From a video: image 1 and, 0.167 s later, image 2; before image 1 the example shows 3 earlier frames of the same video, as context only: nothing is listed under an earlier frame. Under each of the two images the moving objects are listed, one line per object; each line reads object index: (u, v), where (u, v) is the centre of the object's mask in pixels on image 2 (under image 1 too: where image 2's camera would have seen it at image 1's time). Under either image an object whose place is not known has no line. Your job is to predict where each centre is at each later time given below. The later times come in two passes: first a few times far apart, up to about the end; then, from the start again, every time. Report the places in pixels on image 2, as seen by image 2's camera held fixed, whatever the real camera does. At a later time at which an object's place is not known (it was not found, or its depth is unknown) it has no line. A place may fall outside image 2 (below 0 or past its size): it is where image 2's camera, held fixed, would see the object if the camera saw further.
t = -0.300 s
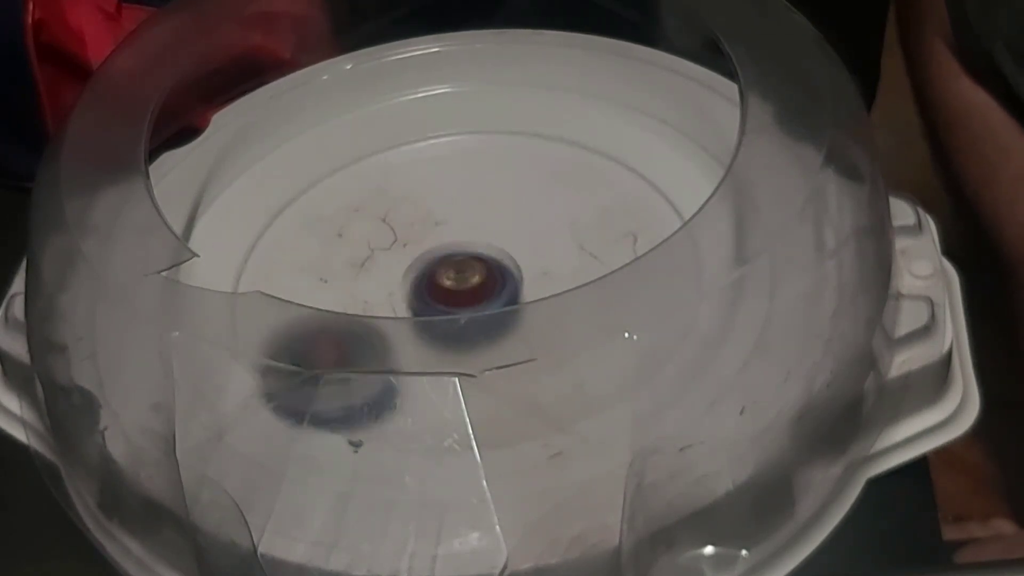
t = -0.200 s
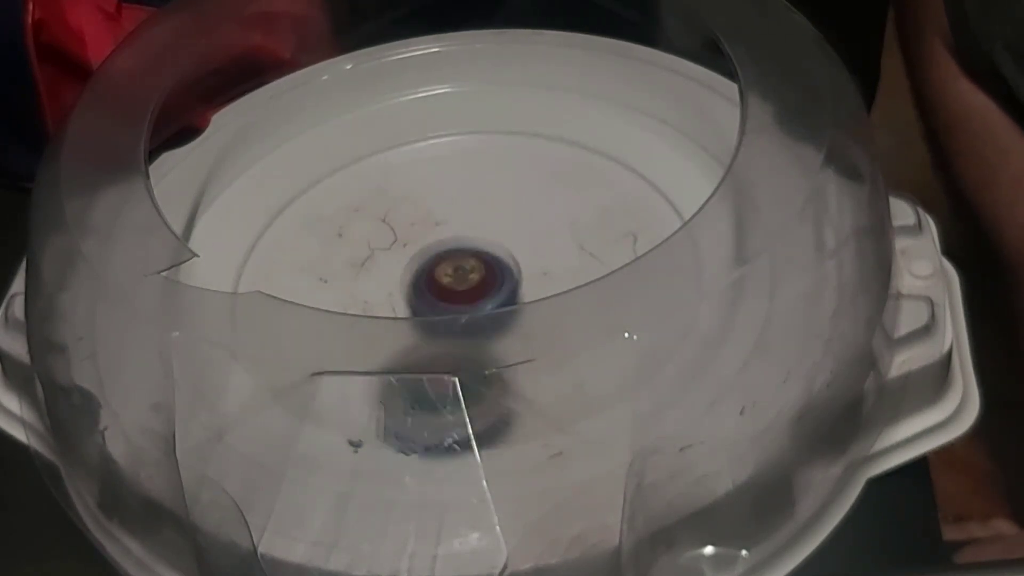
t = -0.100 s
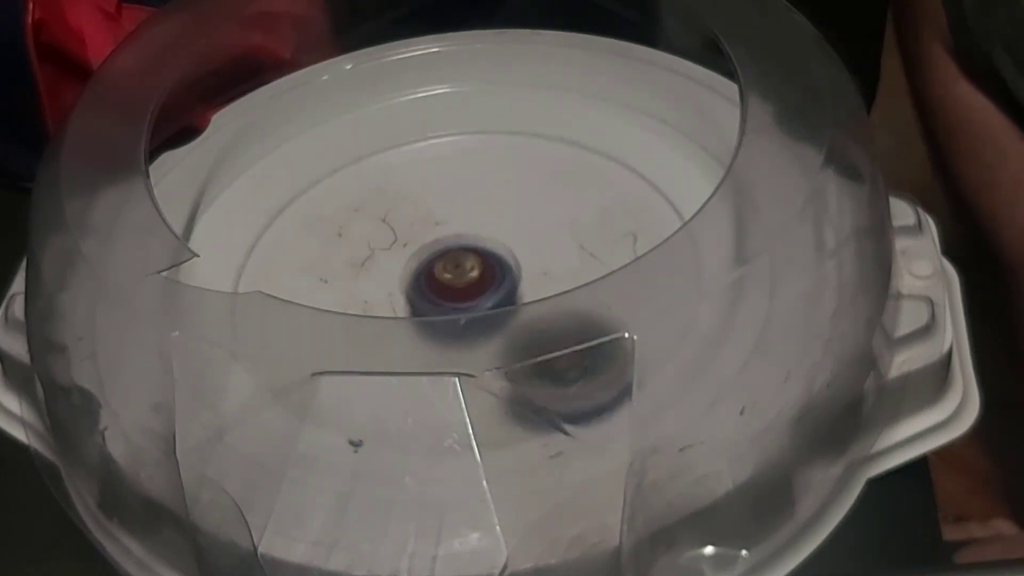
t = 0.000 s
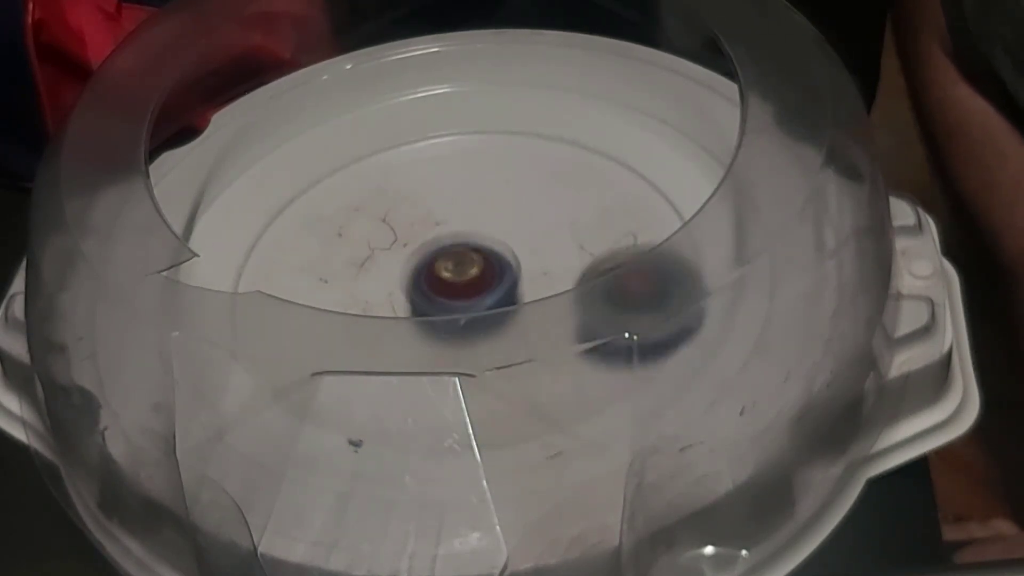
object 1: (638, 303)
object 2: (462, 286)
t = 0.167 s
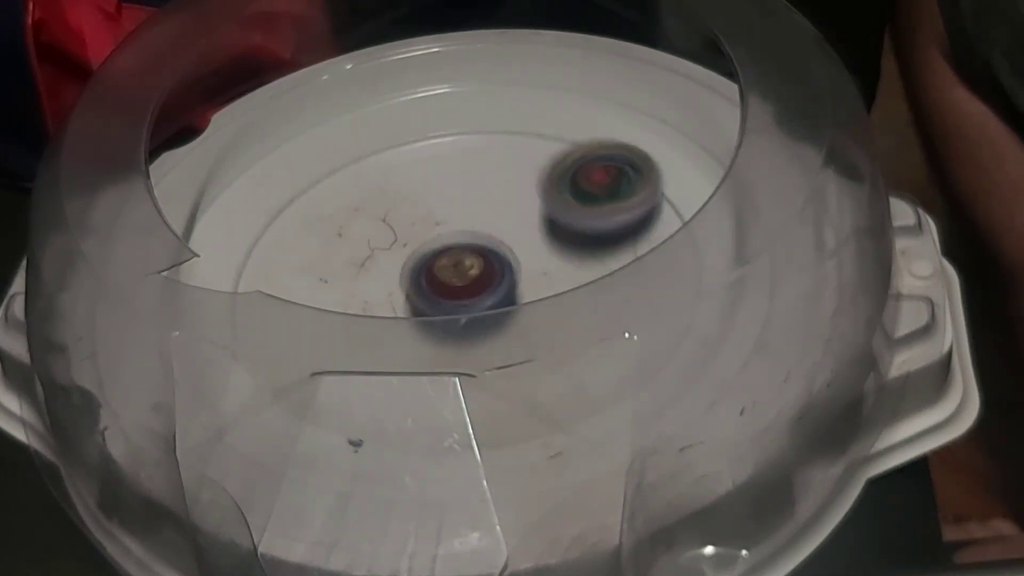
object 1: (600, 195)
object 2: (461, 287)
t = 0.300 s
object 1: (483, 163)
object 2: (462, 289)
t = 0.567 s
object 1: (299, 285)
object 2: (463, 290)
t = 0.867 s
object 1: (540, 367)
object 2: (461, 288)
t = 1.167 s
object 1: (564, 195)
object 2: (463, 298)
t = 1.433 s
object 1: (345, 235)
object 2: (464, 301)
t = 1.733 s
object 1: (444, 381)
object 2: (465, 290)
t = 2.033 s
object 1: (594, 236)
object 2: (463, 297)
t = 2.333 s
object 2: (465, 296)
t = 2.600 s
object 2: (467, 287)
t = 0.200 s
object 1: (577, 180)
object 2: (461, 287)
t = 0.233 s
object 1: (548, 169)
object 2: (461, 288)
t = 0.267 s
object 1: (516, 164)
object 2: (462, 288)
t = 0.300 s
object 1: (483, 163)
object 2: (462, 289)
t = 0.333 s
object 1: (449, 166)
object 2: (462, 290)
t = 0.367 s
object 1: (416, 173)
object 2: (463, 291)
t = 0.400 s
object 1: (386, 186)
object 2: (464, 291)
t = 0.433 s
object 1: (359, 201)
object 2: (465, 291)
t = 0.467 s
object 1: (336, 218)
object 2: (463, 291)
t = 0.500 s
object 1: (317, 239)
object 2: (462, 290)
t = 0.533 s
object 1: (305, 261)
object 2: (462, 290)
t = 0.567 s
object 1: (299, 285)
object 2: (463, 290)
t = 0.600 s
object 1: (303, 311)
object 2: (463, 290)
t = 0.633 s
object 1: (313, 331)
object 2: (463, 290)
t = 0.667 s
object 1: (334, 353)
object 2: (462, 290)
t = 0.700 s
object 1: (358, 370)
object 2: (462, 289)
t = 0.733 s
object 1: (391, 383)
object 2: (463, 288)
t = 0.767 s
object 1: (426, 387)
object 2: (464, 286)
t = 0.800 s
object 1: (465, 387)
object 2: (463, 286)
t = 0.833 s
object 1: (505, 378)
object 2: (461, 287)
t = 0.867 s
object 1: (540, 367)
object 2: (461, 288)
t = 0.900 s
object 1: (571, 355)
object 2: (462, 290)
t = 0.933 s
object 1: (596, 337)
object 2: (462, 291)
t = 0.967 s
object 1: (613, 314)
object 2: (462, 292)
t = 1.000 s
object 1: (623, 288)
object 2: (462, 293)
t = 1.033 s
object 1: (625, 266)
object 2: (463, 294)
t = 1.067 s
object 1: (619, 244)
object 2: (462, 295)
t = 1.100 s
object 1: (602, 224)
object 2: (462, 296)
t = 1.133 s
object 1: (585, 208)
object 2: (463, 297)
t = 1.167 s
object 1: (564, 195)
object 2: (463, 298)
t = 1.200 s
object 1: (539, 185)
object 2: (464, 299)
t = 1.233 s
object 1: (509, 181)
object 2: (464, 300)
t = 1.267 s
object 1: (478, 180)
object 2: (464, 301)
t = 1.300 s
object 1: (447, 183)
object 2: (464, 301)
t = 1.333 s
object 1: (417, 191)
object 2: (464, 302)
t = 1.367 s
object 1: (391, 204)
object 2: (465, 302)
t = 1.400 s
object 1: (367, 220)
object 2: (465, 302)
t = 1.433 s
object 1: (345, 235)
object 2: (464, 301)
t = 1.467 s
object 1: (330, 253)
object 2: (464, 300)
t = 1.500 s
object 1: (320, 270)
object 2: (464, 298)
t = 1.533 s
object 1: (317, 294)
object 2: (463, 297)
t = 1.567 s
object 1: (322, 316)
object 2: (464, 298)
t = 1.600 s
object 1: (335, 336)
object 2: (463, 298)
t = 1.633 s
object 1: (354, 355)
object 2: (464, 297)
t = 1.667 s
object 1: (380, 367)
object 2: (466, 296)
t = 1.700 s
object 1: (408, 377)
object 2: (467, 292)
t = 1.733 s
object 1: (444, 381)
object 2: (465, 290)
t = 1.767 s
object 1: (479, 377)
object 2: (464, 291)
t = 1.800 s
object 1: (516, 368)
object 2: (461, 292)
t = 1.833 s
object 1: (548, 356)
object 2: (461, 295)
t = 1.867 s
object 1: (568, 341)
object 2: (462, 297)
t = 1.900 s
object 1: (589, 322)
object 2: (463, 298)
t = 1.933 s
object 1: (602, 301)
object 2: (463, 298)
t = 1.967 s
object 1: (608, 279)
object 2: (463, 297)
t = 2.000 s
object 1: (605, 258)
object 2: (463, 297)
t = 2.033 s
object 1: (594, 236)
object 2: (463, 297)
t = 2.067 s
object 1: (581, 225)
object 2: (463, 297)
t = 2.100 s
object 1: (564, 210)
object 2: (463, 297)
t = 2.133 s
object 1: (540, 198)
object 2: (462, 297)
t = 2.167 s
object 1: (514, 193)
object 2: (462, 297)
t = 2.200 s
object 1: (486, 189)
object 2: (463, 297)
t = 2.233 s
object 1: (457, 190)
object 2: (463, 297)
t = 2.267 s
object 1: (428, 197)
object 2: (463, 297)
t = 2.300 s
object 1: (402, 208)
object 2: (464, 297)
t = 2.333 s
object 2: (465, 296)
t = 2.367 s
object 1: (362, 238)
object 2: (466, 295)
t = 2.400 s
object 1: (346, 255)
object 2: (464, 294)
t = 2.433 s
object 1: (335, 269)
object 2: (463, 293)
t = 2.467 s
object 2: (463, 292)
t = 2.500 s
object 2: (463, 291)
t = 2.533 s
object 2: (464, 290)
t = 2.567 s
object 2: (465, 289)
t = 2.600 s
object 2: (467, 287)
